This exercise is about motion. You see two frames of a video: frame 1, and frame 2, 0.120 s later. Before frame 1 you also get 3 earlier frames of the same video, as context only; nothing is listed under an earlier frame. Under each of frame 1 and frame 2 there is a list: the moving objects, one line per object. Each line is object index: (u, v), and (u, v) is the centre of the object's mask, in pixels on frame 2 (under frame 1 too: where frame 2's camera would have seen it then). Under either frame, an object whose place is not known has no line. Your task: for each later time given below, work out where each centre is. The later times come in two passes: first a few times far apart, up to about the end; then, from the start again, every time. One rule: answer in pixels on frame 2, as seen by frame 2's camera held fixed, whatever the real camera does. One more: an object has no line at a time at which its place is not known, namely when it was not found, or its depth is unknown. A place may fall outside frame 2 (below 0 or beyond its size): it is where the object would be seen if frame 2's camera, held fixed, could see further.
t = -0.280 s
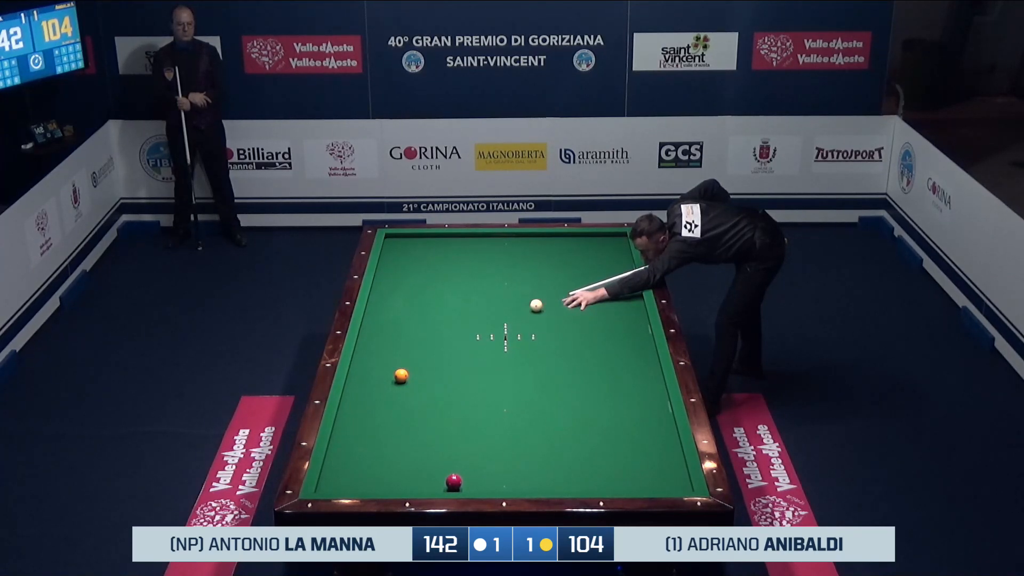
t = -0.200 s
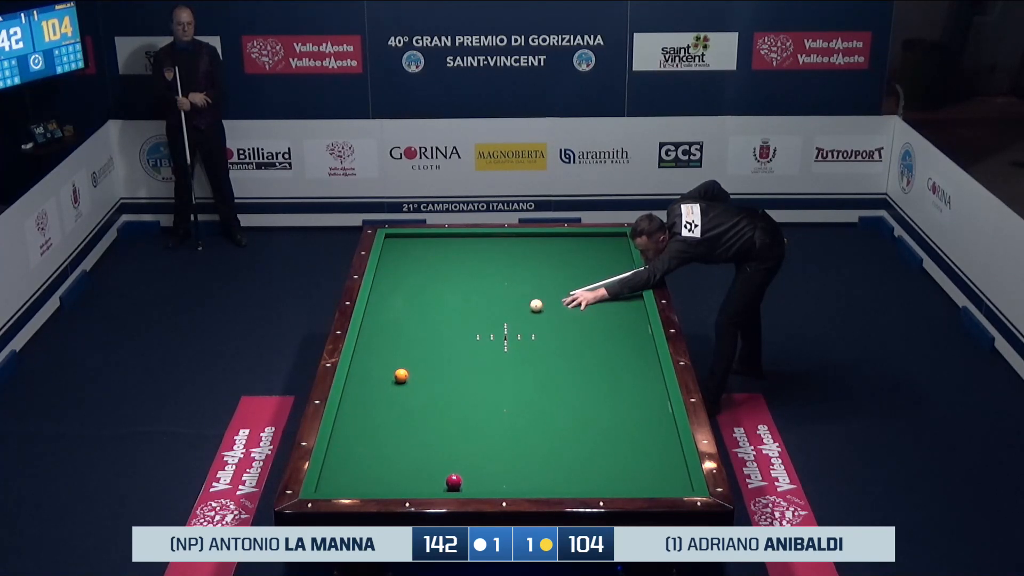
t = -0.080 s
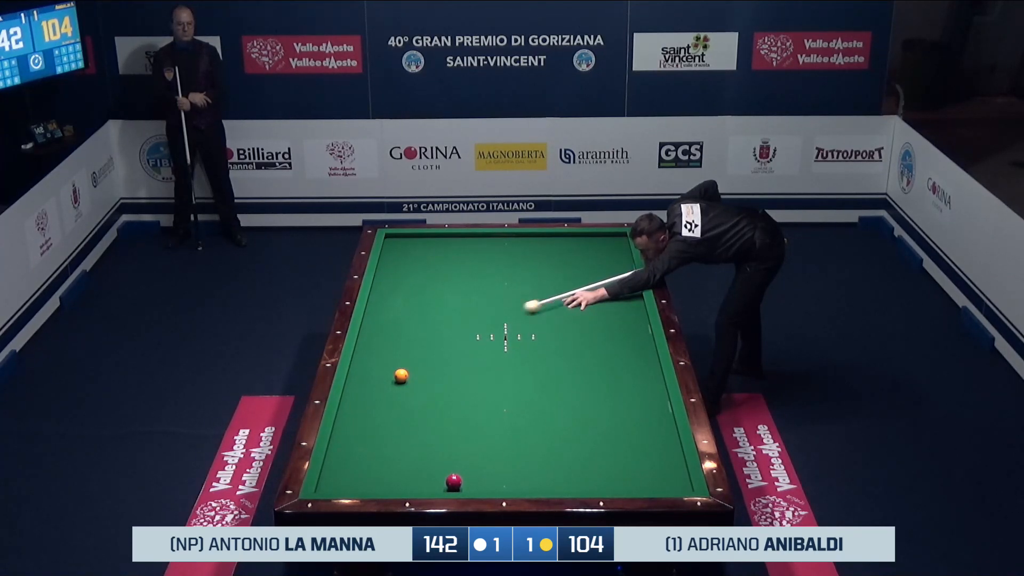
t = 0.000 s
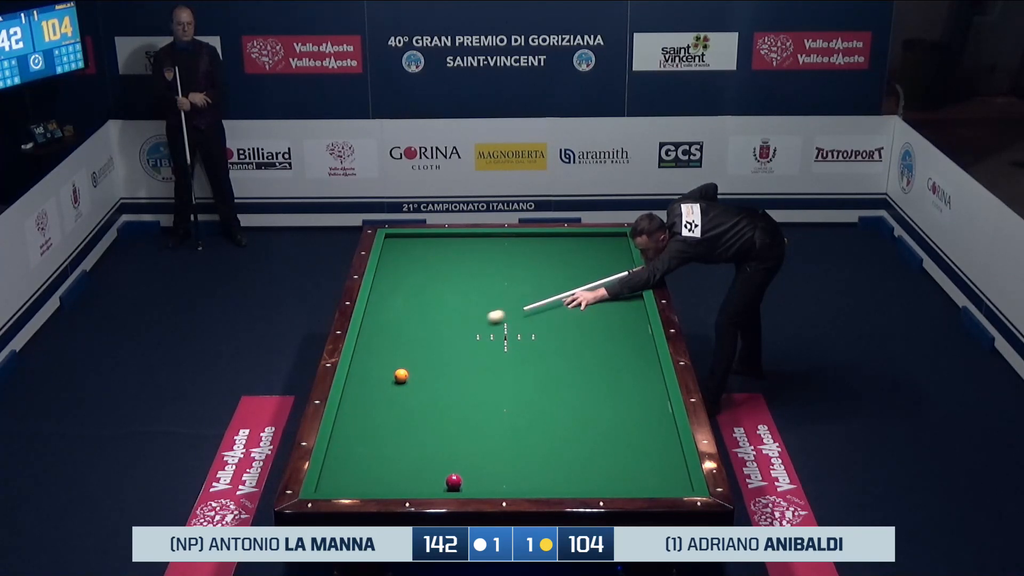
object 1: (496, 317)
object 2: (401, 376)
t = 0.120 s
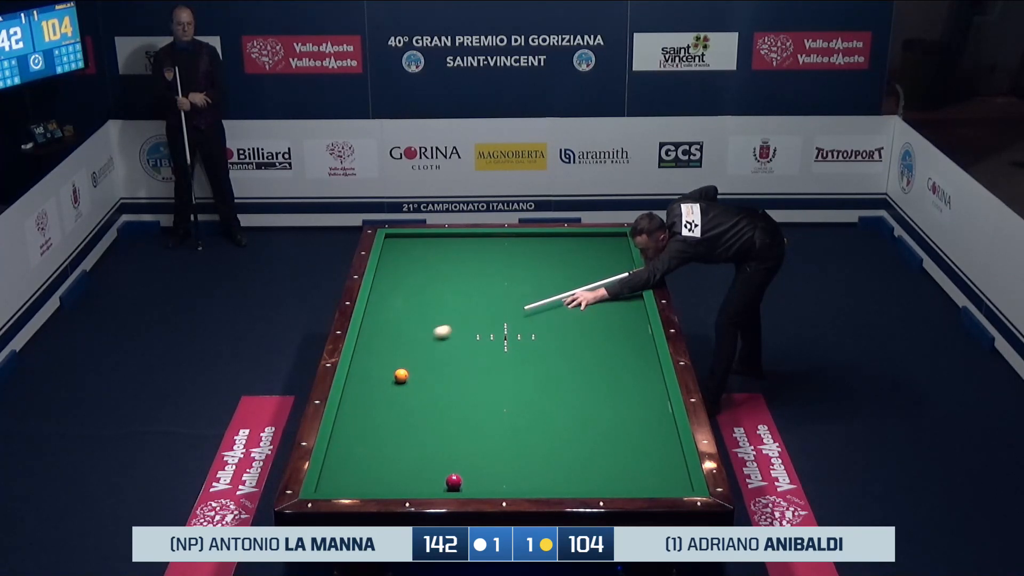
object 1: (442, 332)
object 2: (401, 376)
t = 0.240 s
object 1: (387, 348)
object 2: (401, 376)
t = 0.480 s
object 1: (404, 369)
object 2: (416, 389)
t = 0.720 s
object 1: (429, 366)
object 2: (461, 427)
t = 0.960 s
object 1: (448, 367)
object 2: (502, 462)
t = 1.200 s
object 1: (467, 368)
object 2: (541, 483)
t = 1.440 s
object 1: (485, 370)
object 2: (565, 461)
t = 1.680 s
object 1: (503, 371)
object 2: (587, 442)
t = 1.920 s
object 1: (520, 372)
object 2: (607, 425)
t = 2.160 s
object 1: (537, 373)
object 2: (626, 409)
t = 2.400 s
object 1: (553, 375)
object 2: (644, 393)
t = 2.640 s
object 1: (569, 376)
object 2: (656, 379)
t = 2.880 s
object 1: (584, 377)
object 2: (642, 367)
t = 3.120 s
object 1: (599, 379)
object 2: (629, 357)
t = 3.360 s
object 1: (613, 380)
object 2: (617, 346)
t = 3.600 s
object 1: (627, 381)
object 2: (605, 336)
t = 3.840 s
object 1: (640, 383)
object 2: (594, 327)
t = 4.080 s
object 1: (653, 384)
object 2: (584, 318)
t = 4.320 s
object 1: (656, 384)
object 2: (574, 310)
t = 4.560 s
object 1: (650, 383)
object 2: (565, 302)
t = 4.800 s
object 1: (645, 382)
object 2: (556, 295)
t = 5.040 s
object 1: (641, 381)
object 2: (548, 288)
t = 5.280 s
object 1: (638, 380)
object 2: (540, 281)
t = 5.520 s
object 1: (634, 379)
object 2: (532, 275)
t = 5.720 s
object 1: (632, 379)
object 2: (526, 270)
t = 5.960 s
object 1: (630, 378)
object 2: (519, 264)
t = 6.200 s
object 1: (628, 377)
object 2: (513, 259)
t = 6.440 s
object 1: (627, 377)
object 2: (507, 253)
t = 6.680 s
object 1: (626, 377)
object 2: (501, 249)
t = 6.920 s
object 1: (626, 377)
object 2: (495, 244)
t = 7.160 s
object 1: (626, 377)
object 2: (490, 239)
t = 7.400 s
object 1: (627, 377)
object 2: (485, 235)
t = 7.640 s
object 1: (627, 377)
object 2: (481, 237)
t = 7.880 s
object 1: (627, 377)
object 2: (477, 240)
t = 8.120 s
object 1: (627, 377)
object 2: (473, 242)
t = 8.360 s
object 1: (627, 377)
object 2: (469, 245)
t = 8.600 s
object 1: (627, 377)
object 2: (465, 246)
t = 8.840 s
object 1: (627, 377)
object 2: (462, 248)
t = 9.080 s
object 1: (627, 377)
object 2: (459, 250)
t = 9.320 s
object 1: (627, 377)
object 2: (456, 252)
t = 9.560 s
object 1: (627, 377)
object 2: (453, 254)
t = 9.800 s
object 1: (627, 377)
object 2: (450, 255)
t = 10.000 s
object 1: (627, 377)
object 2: (448, 256)
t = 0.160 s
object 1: (424, 338)
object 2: (401, 376)
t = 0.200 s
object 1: (405, 343)
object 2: (401, 376)
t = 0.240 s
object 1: (387, 348)
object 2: (401, 376)
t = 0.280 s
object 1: (368, 354)
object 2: (401, 376)
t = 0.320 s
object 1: (363, 359)
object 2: (401, 376)
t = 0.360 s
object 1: (377, 364)
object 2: (401, 376)
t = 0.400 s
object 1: (390, 369)
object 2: (401, 376)
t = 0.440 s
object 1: (399, 370)
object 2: (408, 382)
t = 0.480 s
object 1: (404, 369)
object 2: (416, 389)
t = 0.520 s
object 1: (409, 368)
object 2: (424, 395)
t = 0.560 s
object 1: (414, 367)
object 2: (431, 402)
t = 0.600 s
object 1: (418, 366)
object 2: (439, 408)
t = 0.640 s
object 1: (422, 366)
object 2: (447, 415)
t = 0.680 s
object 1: (426, 366)
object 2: (454, 421)
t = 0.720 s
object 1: (429, 366)
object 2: (461, 427)
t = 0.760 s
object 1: (432, 366)
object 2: (468, 432)
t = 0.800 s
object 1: (435, 366)
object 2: (474, 438)
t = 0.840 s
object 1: (439, 367)
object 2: (481, 444)
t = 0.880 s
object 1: (442, 367)
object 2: (488, 450)
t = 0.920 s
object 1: (445, 367)
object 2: (495, 456)
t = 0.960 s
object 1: (448, 367)
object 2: (502, 462)
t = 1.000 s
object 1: (451, 368)
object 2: (509, 468)
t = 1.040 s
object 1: (454, 368)
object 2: (516, 474)
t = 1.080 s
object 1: (458, 368)
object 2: (523, 480)
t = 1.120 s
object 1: (461, 368)
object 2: (531, 484)
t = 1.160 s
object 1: (464, 368)
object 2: (538, 486)
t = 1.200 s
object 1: (467, 368)
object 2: (541, 483)
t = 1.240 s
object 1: (470, 369)
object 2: (545, 479)
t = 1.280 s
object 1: (473, 369)
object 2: (549, 475)
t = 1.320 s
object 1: (476, 369)
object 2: (553, 471)
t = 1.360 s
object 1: (479, 369)
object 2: (557, 468)
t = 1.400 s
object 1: (482, 369)
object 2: (561, 464)
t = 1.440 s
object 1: (485, 370)
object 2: (565, 461)
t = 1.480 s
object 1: (488, 370)
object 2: (568, 458)
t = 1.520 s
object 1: (491, 370)
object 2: (572, 455)
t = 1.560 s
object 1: (494, 370)
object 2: (576, 452)
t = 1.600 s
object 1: (497, 370)
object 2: (579, 449)
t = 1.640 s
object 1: (500, 371)
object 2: (583, 445)
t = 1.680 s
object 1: (503, 371)
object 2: (587, 442)
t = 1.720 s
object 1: (506, 371)
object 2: (590, 439)
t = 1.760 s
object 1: (508, 371)
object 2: (594, 437)
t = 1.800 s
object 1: (511, 371)
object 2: (597, 433)
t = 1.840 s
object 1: (514, 372)
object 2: (601, 431)
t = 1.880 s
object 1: (517, 372)
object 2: (604, 428)
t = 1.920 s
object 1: (520, 372)
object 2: (607, 425)
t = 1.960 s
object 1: (523, 372)
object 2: (610, 422)
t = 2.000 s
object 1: (526, 372)
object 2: (613, 419)
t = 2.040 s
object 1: (528, 373)
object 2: (617, 417)
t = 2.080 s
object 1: (531, 373)
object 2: (620, 414)
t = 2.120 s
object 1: (534, 373)
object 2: (623, 411)
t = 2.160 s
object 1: (537, 373)
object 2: (626, 409)
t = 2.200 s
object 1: (540, 374)
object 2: (629, 406)
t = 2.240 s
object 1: (542, 374)
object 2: (632, 403)
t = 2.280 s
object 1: (545, 374)
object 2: (635, 401)
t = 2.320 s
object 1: (548, 374)
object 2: (638, 398)
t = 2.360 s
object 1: (550, 374)
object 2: (641, 396)
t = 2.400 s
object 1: (553, 375)
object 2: (644, 393)
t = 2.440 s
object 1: (556, 375)
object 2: (647, 391)
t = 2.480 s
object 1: (558, 375)
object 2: (650, 388)
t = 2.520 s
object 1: (561, 375)
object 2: (652, 386)
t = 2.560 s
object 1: (563, 376)
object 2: (655, 384)
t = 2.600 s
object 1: (566, 376)
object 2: (658, 381)
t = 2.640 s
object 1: (569, 376)
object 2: (656, 379)
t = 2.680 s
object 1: (571, 376)
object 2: (653, 377)
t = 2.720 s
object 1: (574, 376)
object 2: (651, 375)
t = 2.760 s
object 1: (576, 376)
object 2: (649, 373)
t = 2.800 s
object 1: (579, 377)
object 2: (646, 371)
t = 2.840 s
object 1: (582, 377)
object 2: (644, 369)
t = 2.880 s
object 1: (584, 377)
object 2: (642, 367)
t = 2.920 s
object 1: (587, 378)
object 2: (640, 366)
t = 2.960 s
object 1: (589, 378)
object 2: (638, 364)
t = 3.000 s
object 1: (592, 378)
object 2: (636, 362)
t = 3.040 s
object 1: (594, 378)
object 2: (633, 360)
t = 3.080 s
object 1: (596, 378)
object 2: (631, 358)
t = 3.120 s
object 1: (599, 379)
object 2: (629, 357)
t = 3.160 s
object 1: (601, 379)
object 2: (627, 355)
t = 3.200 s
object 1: (603, 379)
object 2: (625, 353)
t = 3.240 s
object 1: (606, 380)
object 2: (623, 351)
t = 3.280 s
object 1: (608, 380)
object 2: (621, 349)
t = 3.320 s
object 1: (611, 380)
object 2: (619, 348)
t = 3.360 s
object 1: (613, 380)
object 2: (617, 346)
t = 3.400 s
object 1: (615, 380)
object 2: (615, 344)
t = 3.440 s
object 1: (618, 381)
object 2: (613, 343)
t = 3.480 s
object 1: (620, 381)
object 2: (611, 341)
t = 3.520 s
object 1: (622, 381)
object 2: (609, 339)
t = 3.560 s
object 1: (625, 381)
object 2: (607, 338)
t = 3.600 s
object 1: (627, 381)
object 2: (605, 336)
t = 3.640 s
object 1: (629, 382)
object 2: (603, 335)
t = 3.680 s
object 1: (631, 382)
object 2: (602, 333)
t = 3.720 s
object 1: (634, 382)
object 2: (600, 332)
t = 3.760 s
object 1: (636, 382)
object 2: (598, 330)
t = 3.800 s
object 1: (638, 382)
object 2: (596, 328)
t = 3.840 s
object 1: (640, 383)
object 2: (594, 327)
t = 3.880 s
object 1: (643, 383)
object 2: (593, 326)
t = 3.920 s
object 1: (645, 383)
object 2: (591, 324)
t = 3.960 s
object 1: (647, 383)
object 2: (589, 323)
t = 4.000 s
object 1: (649, 383)
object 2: (588, 321)
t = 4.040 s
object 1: (651, 384)
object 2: (586, 320)
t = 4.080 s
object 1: (653, 384)
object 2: (584, 318)
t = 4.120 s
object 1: (655, 384)
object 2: (582, 317)
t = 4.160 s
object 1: (658, 384)
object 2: (581, 316)
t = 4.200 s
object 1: (659, 384)
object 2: (579, 314)
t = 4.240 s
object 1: (658, 384)
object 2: (578, 313)
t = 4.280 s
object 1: (657, 384)
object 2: (576, 311)
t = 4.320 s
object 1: (656, 384)
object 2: (574, 310)
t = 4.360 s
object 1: (655, 384)
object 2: (573, 309)
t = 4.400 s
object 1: (654, 383)
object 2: (571, 308)
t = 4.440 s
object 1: (653, 383)
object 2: (570, 306)
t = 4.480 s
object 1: (652, 383)
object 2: (568, 305)
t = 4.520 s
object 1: (651, 383)
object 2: (567, 304)
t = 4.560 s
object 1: (650, 383)
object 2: (565, 302)
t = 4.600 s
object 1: (649, 383)
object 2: (564, 301)
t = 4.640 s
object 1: (649, 383)
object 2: (562, 300)
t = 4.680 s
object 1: (648, 382)
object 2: (561, 298)
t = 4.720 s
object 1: (647, 382)
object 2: (559, 297)
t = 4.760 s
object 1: (646, 382)
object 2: (558, 296)
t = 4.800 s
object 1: (645, 382)
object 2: (556, 295)
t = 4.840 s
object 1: (645, 382)
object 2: (555, 294)
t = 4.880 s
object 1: (644, 382)
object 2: (553, 292)
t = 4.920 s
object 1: (643, 382)
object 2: (552, 291)
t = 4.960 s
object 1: (642, 381)
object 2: (551, 290)
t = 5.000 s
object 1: (642, 381)
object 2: (549, 289)
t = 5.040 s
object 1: (641, 381)
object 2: (548, 288)
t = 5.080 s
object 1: (640, 381)
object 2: (546, 287)
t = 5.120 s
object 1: (640, 381)
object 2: (545, 286)
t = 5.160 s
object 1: (639, 381)
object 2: (544, 284)
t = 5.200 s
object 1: (639, 381)
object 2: (542, 283)
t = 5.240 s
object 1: (638, 381)
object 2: (541, 282)
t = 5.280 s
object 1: (638, 380)
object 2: (540, 281)
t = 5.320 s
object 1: (637, 380)
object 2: (539, 280)
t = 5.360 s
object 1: (636, 380)
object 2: (537, 279)
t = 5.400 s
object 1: (636, 380)
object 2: (536, 278)
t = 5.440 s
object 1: (635, 380)
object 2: (535, 277)
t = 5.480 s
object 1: (635, 380)
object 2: (533, 276)
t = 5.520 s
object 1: (634, 379)
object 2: (532, 275)
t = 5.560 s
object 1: (634, 379)
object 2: (531, 274)
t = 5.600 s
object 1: (633, 379)
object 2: (530, 273)
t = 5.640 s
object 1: (633, 379)
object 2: (528, 272)
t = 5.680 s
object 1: (632, 379)
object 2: (527, 271)
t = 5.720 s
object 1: (632, 379)
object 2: (526, 270)
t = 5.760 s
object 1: (632, 379)
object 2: (525, 269)
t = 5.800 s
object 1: (631, 378)
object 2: (524, 268)
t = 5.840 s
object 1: (631, 378)
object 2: (523, 267)
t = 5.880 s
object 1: (630, 378)
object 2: (522, 266)
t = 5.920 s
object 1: (630, 378)
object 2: (520, 265)
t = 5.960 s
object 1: (630, 378)
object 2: (519, 264)
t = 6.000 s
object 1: (630, 378)
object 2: (518, 263)
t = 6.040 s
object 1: (629, 378)
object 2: (517, 262)
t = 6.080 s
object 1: (629, 377)
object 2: (516, 261)
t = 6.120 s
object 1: (629, 377)
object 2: (515, 260)
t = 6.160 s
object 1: (629, 377)
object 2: (514, 260)
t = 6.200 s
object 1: (628, 377)
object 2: (513, 259)
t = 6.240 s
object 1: (628, 377)
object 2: (512, 258)
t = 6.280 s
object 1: (628, 377)
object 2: (511, 257)
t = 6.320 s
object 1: (628, 377)
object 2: (510, 256)
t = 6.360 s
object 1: (627, 377)
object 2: (509, 255)
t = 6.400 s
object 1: (627, 377)
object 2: (508, 254)
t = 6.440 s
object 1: (627, 377)
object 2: (507, 253)
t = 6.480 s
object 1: (627, 377)
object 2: (506, 253)
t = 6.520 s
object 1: (627, 377)
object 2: (505, 252)
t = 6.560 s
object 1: (626, 377)
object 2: (504, 251)
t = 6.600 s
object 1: (626, 377)
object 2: (502, 250)
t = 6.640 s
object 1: (626, 377)
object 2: (502, 249)
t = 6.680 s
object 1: (626, 377)
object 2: (501, 249)
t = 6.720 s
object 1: (626, 377)
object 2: (500, 248)
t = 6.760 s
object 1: (626, 377)
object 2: (499, 247)
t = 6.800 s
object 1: (626, 377)
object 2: (498, 246)
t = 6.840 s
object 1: (626, 377)
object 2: (497, 245)
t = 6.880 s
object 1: (626, 377)
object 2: (496, 245)
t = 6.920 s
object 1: (626, 377)
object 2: (495, 244)
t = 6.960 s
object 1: (626, 377)
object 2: (495, 243)
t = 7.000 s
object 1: (626, 377)
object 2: (494, 242)
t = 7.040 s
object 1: (626, 377)
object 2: (493, 242)
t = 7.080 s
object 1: (627, 377)
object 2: (492, 241)
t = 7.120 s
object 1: (626, 377)
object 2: (491, 240)
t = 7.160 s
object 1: (626, 377)
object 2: (490, 239)
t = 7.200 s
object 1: (627, 377)
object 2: (489, 239)
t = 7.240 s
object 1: (627, 377)
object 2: (489, 238)
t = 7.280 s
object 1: (627, 377)
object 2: (488, 237)
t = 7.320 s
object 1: (627, 377)
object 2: (487, 237)
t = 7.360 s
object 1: (627, 377)
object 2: (486, 236)
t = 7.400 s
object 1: (627, 377)
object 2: (485, 235)
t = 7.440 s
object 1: (627, 377)
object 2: (485, 235)
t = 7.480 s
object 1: (627, 377)
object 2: (484, 236)
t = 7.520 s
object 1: (627, 377)
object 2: (483, 236)
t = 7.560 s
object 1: (627, 377)
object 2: (482, 237)
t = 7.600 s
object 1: (627, 377)
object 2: (482, 237)
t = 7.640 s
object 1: (627, 377)
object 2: (481, 237)
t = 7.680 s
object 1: (627, 377)
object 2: (480, 238)
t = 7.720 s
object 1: (627, 377)
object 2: (480, 238)
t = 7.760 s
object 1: (627, 377)
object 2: (479, 239)
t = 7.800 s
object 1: (627, 377)
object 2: (478, 239)
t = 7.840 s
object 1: (627, 377)
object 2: (477, 239)
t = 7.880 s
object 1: (627, 377)
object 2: (477, 240)
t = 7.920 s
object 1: (627, 377)
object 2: (476, 240)
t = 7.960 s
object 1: (627, 377)
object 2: (475, 241)
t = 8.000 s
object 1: (627, 377)
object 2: (475, 241)
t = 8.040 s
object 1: (627, 377)
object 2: (474, 241)
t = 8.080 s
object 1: (627, 377)
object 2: (474, 242)
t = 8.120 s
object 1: (627, 377)
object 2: (473, 242)
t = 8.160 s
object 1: (627, 377)
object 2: (472, 243)
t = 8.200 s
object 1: (627, 377)
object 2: (471, 243)
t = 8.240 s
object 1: (627, 377)
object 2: (471, 243)
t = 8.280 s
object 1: (627, 377)
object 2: (470, 244)
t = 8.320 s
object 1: (627, 377)
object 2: (469, 244)
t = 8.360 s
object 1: (627, 377)
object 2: (469, 245)
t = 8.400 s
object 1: (627, 377)
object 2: (468, 245)
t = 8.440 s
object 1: (627, 377)
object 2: (468, 245)
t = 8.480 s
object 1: (627, 377)
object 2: (467, 245)
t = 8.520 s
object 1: (627, 377)
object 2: (467, 246)
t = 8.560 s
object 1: (627, 377)
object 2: (466, 246)
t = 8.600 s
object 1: (627, 377)
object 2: (465, 246)
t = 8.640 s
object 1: (627, 377)
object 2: (465, 247)
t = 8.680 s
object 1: (627, 377)
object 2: (464, 247)
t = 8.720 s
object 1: (627, 377)
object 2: (464, 247)
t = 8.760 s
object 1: (627, 377)
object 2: (463, 248)
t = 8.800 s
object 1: (627, 377)
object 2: (463, 248)
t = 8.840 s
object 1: (627, 377)
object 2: (462, 248)
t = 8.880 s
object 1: (627, 377)
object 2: (461, 249)
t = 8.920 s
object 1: (627, 377)
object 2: (461, 249)
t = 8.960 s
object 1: (627, 377)
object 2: (460, 249)
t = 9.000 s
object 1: (627, 377)
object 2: (460, 250)
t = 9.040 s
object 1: (627, 377)
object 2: (459, 250)
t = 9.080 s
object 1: (627, 377)
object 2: (459, 250)
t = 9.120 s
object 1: (627, 377)
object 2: (458, 251)
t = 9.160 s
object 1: (627, 377)
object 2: (458, 251)
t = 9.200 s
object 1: (627, 377)
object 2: (457, 251)
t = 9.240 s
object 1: (627, 377)
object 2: (457, 251)
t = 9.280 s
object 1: (627, 377)
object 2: (456, 252)
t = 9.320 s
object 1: (627, 377)
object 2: (456, 252)
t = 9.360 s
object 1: (627, 377)
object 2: (455, 252)
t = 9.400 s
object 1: (627, 377)
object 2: (455, 253)
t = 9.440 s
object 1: (627, 377)
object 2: (454, 253)
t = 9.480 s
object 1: (627, 377)
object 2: (454, 253)
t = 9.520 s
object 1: (627, 377)
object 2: (453, 253)
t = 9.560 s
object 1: (627, 377)
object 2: (453, 254)
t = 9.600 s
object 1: (627, 377)
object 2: (452, 254)
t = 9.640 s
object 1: (627, 377)
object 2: (452, 254)
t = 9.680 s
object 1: (627, 377)
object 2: (452, 254)
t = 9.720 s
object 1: (627, 377)
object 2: (451, 255)
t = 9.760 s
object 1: (627, 377)
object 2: (451, 255)
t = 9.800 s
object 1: (627, 377)
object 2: (450, 255)
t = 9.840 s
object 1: (627, 377)
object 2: (450, 255)
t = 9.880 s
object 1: (627, 377)
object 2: (449, 256)
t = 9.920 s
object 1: (627, 377)
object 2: (449, 256)
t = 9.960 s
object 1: (627, 377)
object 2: (448, 256)
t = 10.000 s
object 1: (627, 377)
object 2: (448, 256)
